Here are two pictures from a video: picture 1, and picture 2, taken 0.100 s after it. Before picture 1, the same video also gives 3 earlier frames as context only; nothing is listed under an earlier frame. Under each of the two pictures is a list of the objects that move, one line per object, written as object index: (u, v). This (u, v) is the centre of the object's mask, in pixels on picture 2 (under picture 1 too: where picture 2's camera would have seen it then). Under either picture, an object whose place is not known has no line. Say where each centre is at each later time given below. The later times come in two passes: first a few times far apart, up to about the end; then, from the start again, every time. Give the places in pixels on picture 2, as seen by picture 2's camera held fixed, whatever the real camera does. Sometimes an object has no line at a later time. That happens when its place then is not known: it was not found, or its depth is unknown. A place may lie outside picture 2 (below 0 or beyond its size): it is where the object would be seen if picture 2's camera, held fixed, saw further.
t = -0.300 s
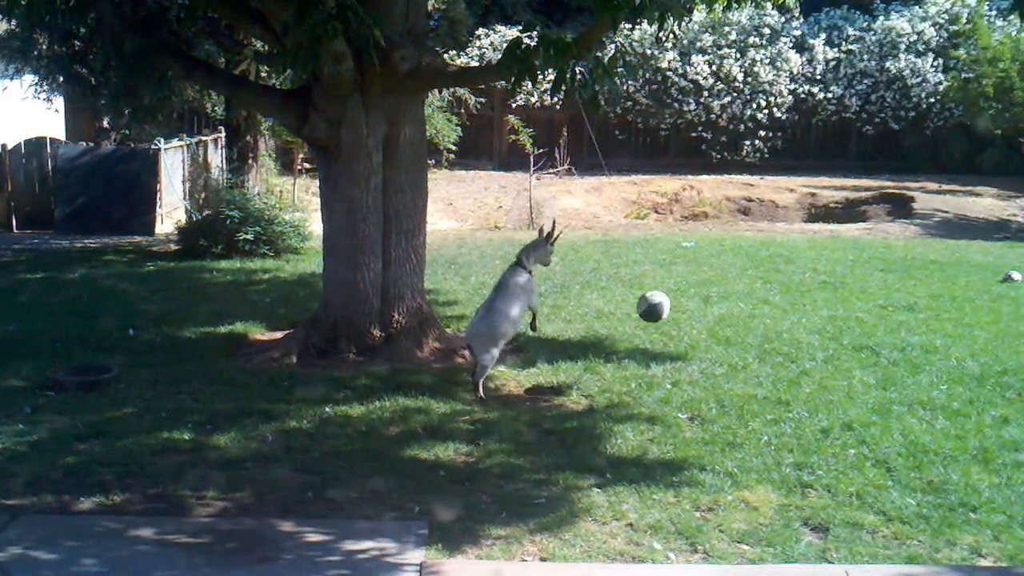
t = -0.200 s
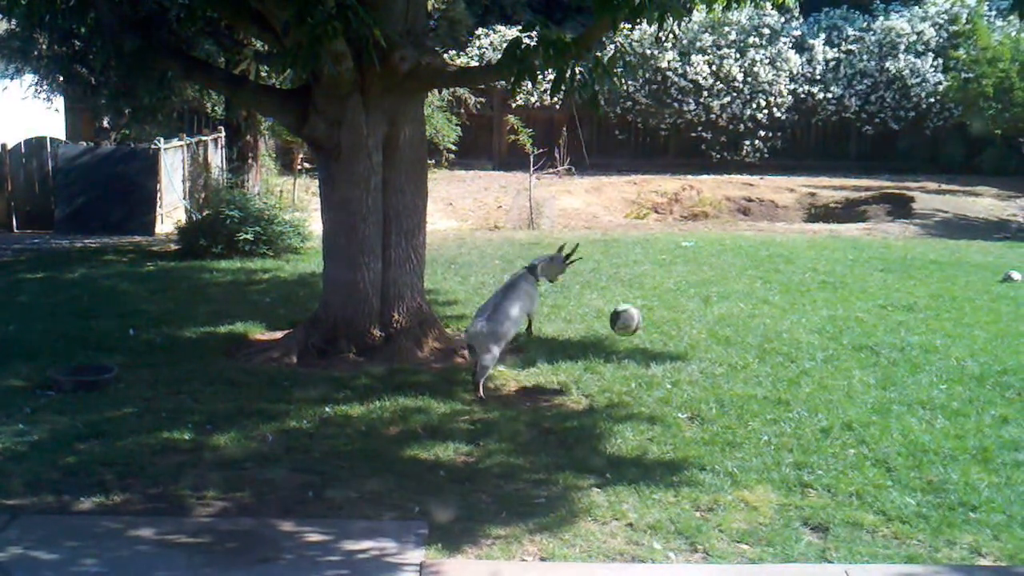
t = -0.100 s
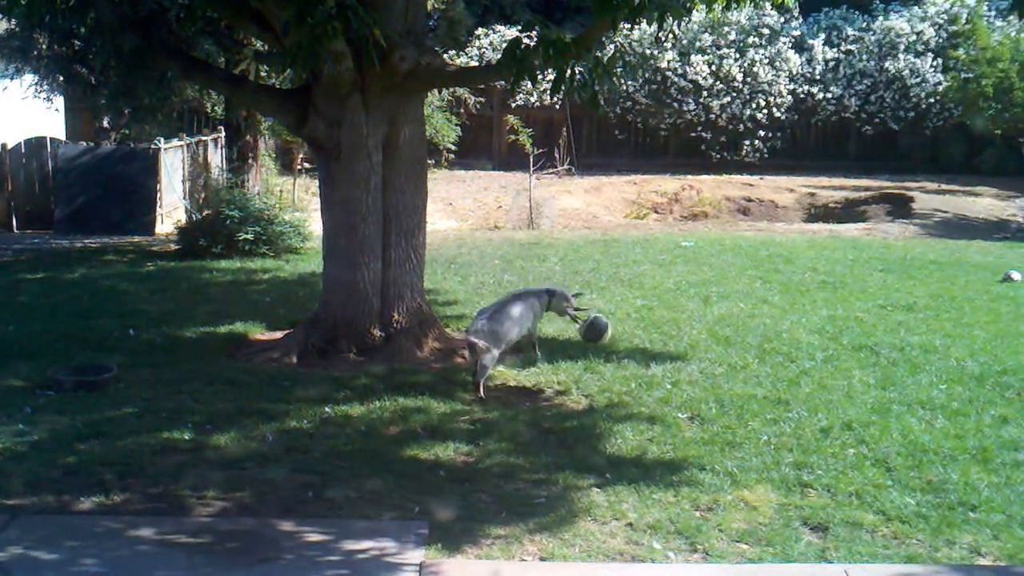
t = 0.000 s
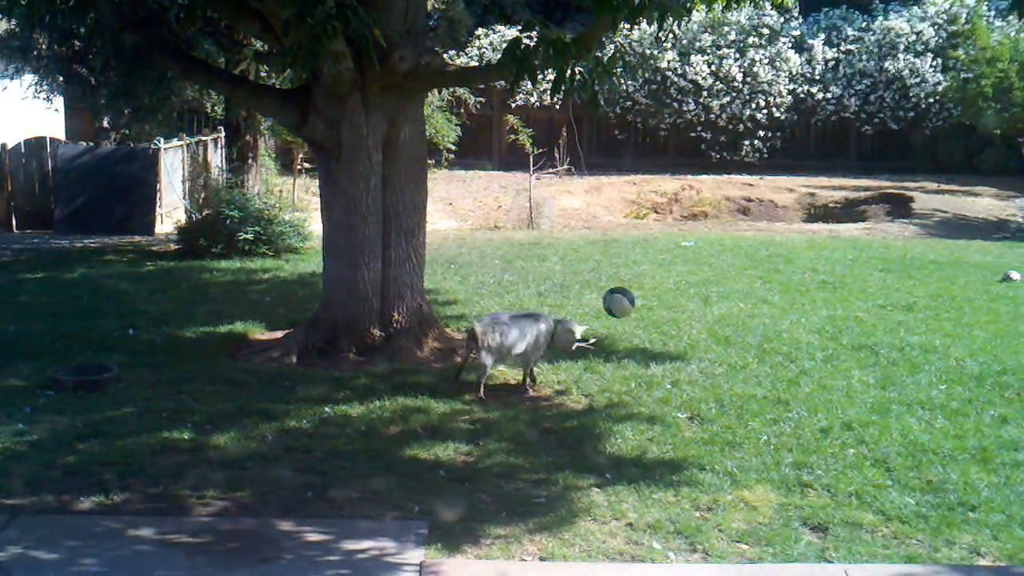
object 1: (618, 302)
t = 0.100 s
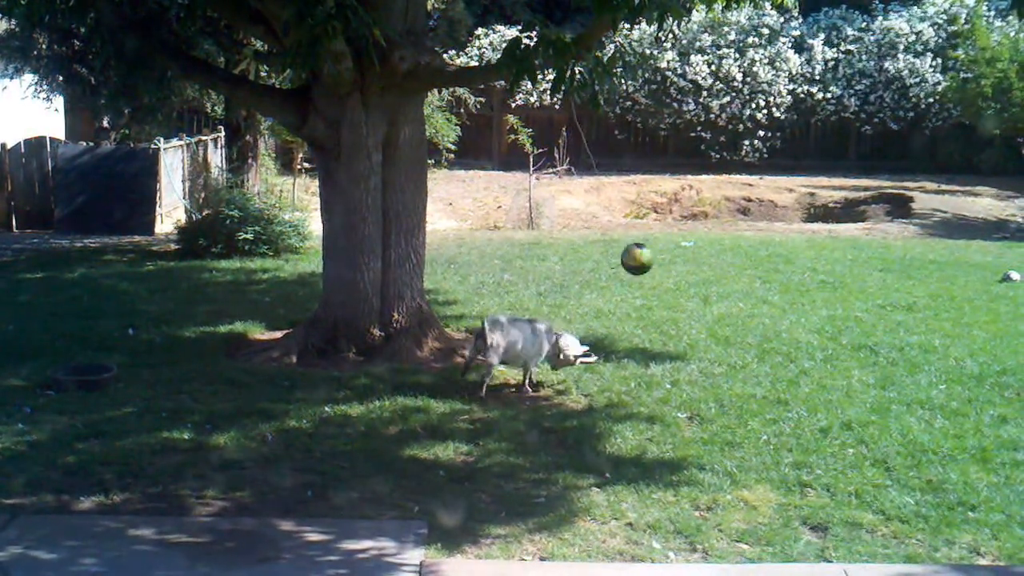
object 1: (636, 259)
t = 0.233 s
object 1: (662, 226)
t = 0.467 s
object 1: (706, 230)
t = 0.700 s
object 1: (717, 288)
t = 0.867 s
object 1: (665, 294)
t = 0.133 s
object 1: (643, 248)
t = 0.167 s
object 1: (649, 239)
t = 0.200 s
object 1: (656, 232)
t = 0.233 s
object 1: (662, 226)
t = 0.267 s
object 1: (670, 220)
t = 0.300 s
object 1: (676, 217)
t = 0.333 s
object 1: (682, 216)
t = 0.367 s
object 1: (689, 215)
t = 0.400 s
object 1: (695, 218)
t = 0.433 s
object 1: (701, 222)
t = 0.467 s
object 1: (706, 230)
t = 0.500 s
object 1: (712, 238)
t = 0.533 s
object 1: (718, 249)
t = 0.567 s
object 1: (724, 260)
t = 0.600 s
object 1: (730, 272)
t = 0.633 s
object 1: (731, 281)
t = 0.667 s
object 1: (725, 285)
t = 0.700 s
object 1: (717, 288)
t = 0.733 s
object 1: (706, 287)
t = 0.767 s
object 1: (696, 286)
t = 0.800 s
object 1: (686, 287)
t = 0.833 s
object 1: (676, 289)
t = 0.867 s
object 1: (665, 294)
